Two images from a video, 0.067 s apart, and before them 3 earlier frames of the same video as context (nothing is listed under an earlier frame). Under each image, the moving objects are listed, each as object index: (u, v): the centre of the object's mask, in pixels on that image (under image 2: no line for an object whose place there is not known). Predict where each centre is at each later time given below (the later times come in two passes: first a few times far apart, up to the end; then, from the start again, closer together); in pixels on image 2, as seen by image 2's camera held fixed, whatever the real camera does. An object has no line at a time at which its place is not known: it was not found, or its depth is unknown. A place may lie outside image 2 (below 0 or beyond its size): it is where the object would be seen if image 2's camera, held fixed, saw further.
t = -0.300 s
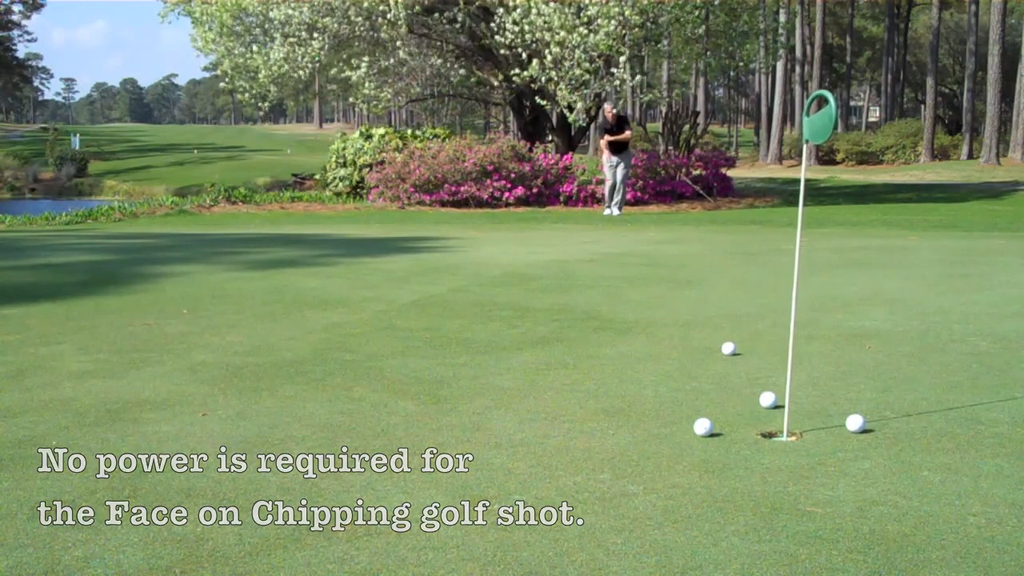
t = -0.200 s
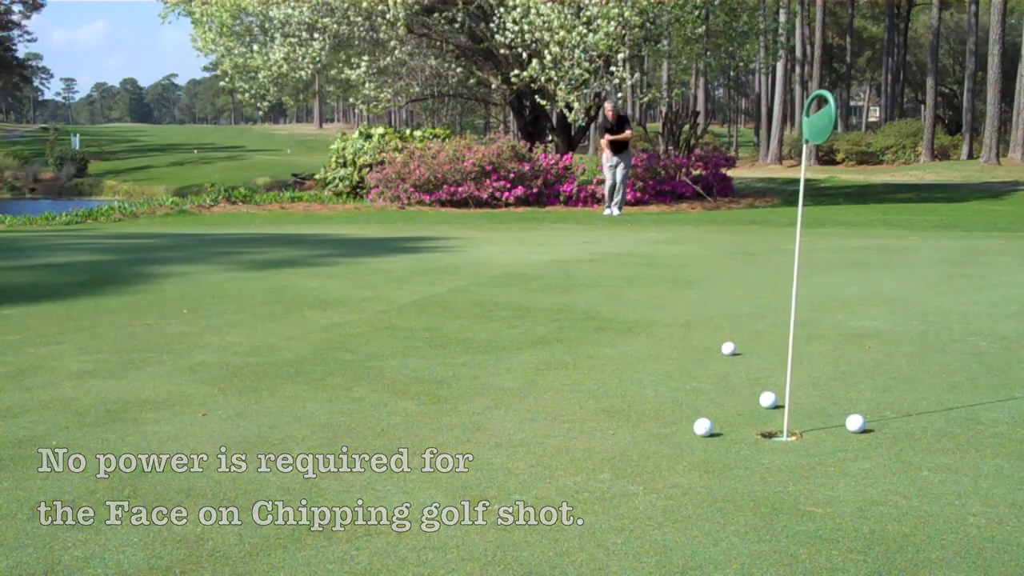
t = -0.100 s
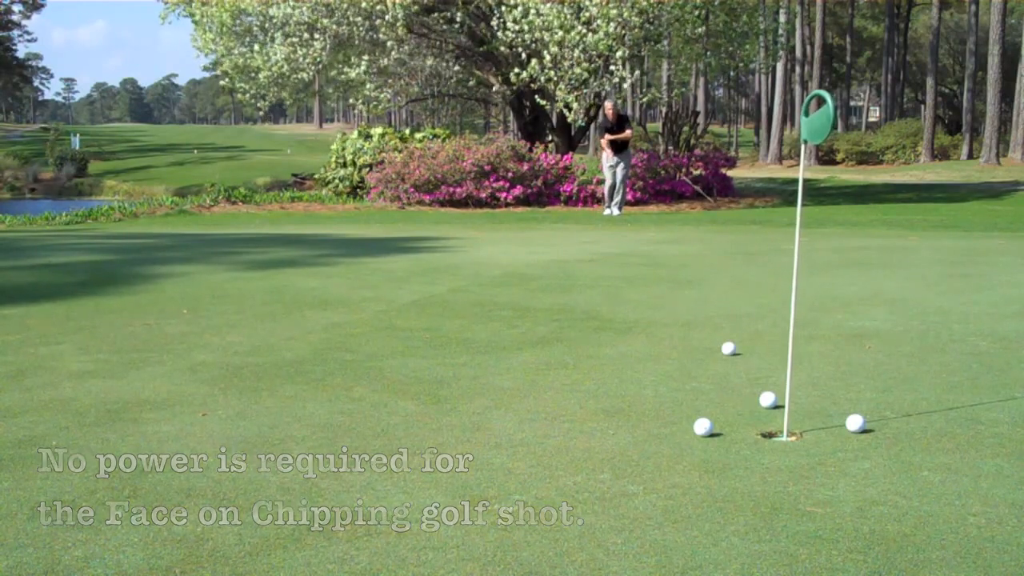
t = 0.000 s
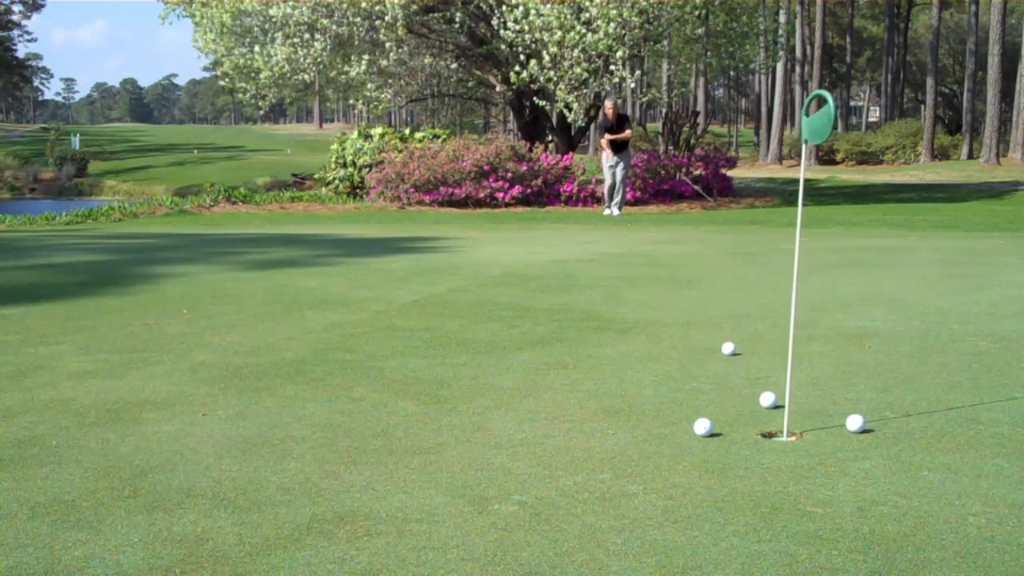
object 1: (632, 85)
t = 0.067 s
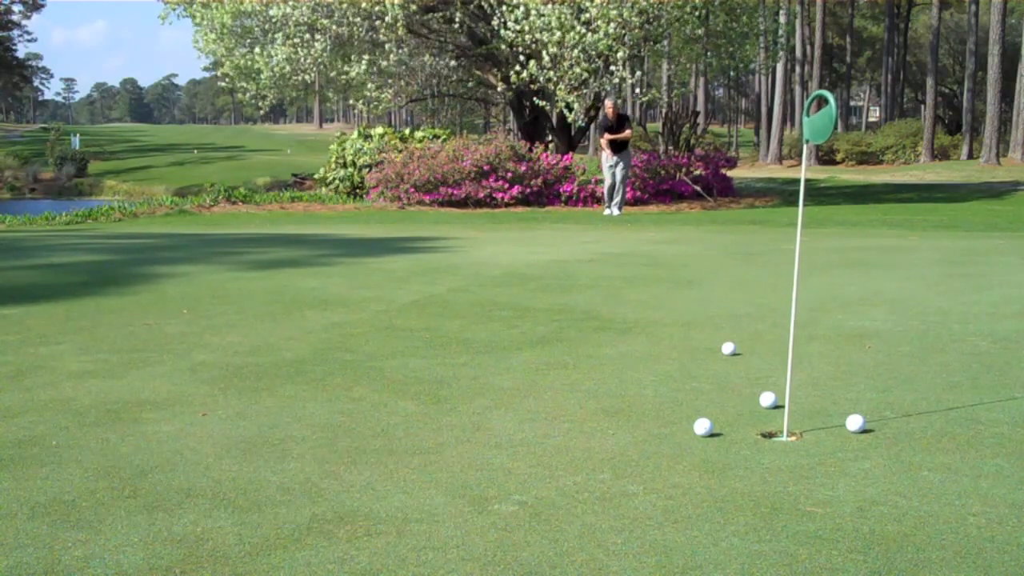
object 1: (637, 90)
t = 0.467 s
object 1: (675, 235)
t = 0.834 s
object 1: (696, 235)
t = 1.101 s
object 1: (715, 245)
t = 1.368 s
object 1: (739, 259)
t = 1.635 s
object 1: (764, 267)
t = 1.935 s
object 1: (791, 275)
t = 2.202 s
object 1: (816, 284)
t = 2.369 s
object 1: (832, 291)
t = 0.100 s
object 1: (640, 95)
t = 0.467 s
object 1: (675, 235)
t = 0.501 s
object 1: (677, 227)
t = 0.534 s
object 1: (679, 221)
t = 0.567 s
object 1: (681, 217)
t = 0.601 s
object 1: (682, 213)
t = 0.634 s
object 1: (685, 211)
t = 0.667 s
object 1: (686, 211)
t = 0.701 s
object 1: (688, 212)
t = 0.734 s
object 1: (690, 215)
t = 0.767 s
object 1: (692, 220)
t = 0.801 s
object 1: (694, 227)
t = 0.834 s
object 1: (696, 235)
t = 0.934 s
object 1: (703, 239)
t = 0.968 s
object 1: (705, 237)
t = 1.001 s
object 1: (708, 236)
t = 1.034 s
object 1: (710, 237)
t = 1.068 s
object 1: (713, 240)
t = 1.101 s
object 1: (715, 245)
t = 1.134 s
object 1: (718, 252)
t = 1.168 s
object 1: (721, 251)
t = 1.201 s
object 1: (724, 251)
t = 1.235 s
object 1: (727, 252)
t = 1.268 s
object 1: (730, 255)
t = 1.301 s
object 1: (733, 257)
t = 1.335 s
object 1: (736, 257)
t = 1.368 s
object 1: (739, 259)
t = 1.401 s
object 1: (742, 260)
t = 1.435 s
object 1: (746, 261)
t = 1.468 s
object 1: (749, 262)
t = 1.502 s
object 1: (752, 263)
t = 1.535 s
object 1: (755, 264)
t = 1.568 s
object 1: (758, 265)
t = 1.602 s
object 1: (761, 266)
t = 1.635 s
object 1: (764, 267)
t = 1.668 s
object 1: (767, 268)
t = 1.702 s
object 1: (770, 269)
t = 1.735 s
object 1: (773, 269)
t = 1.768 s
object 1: (776, 270)
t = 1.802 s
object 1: (779, 271)
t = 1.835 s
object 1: (782, 273)
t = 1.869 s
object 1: (786, 273)
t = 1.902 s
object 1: (789, 274)
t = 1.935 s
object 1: (791, 275)
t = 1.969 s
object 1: (795, 277)
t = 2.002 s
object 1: (799, 278)
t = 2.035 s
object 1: (801, 279)
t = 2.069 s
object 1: (804, 279)
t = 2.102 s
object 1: (807, 281)
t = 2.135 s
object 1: (810, 281)
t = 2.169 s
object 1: (813, 283)
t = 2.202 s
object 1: (816, 284)
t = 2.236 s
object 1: (822, 286)
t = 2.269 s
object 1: (824, 287)
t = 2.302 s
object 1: (827, 288)
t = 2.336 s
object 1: (829, 290)
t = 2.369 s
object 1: (832, 291)
